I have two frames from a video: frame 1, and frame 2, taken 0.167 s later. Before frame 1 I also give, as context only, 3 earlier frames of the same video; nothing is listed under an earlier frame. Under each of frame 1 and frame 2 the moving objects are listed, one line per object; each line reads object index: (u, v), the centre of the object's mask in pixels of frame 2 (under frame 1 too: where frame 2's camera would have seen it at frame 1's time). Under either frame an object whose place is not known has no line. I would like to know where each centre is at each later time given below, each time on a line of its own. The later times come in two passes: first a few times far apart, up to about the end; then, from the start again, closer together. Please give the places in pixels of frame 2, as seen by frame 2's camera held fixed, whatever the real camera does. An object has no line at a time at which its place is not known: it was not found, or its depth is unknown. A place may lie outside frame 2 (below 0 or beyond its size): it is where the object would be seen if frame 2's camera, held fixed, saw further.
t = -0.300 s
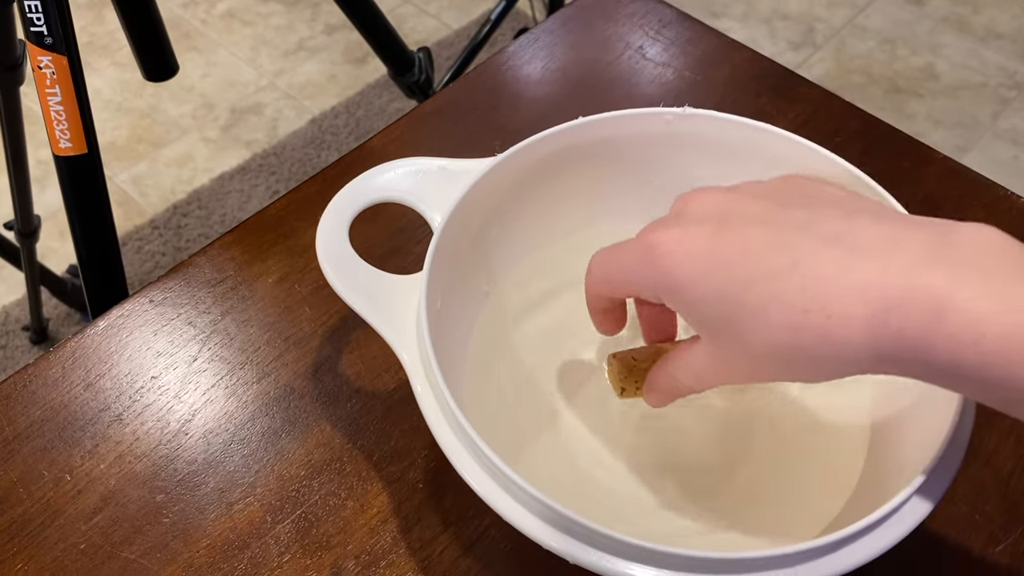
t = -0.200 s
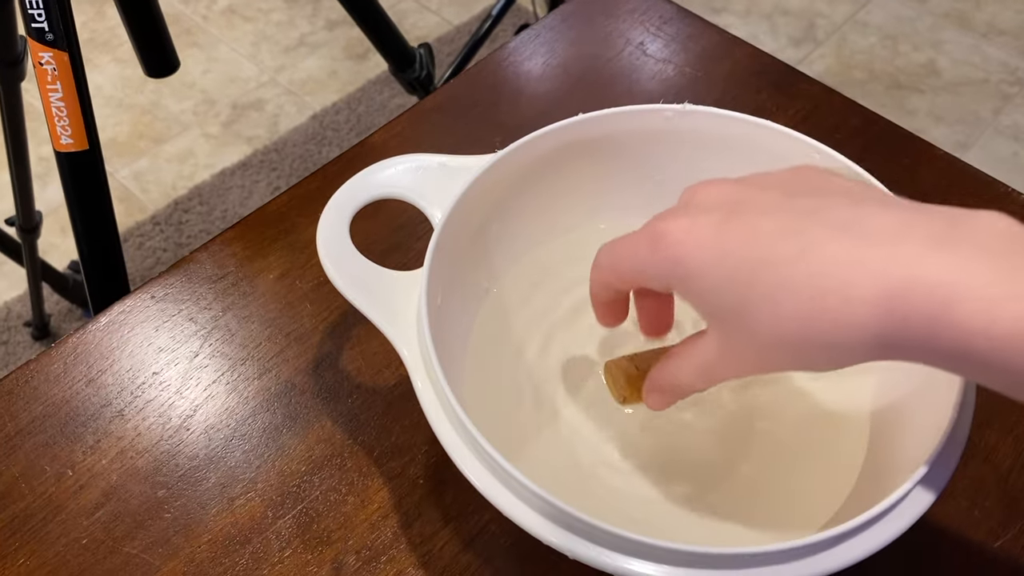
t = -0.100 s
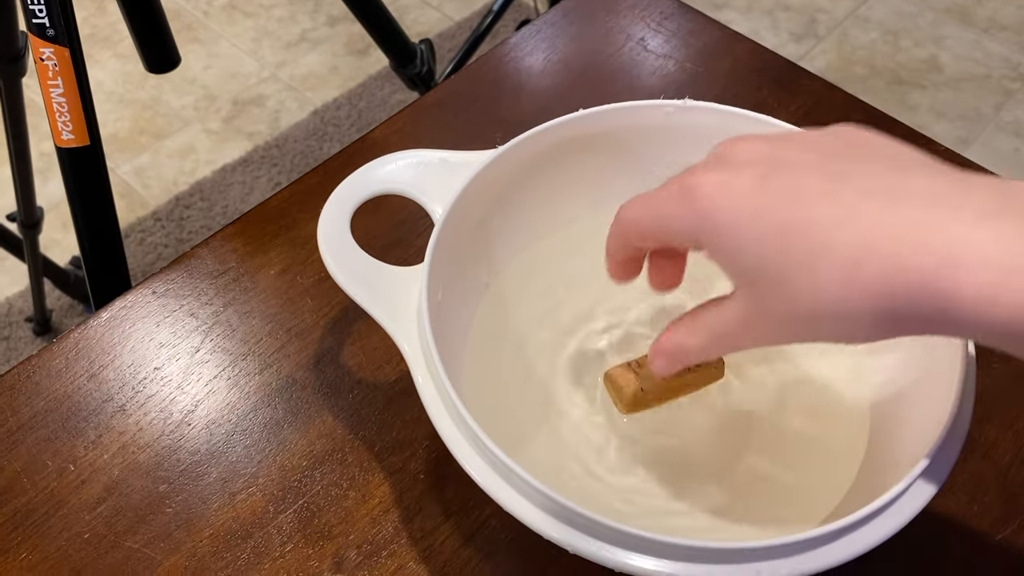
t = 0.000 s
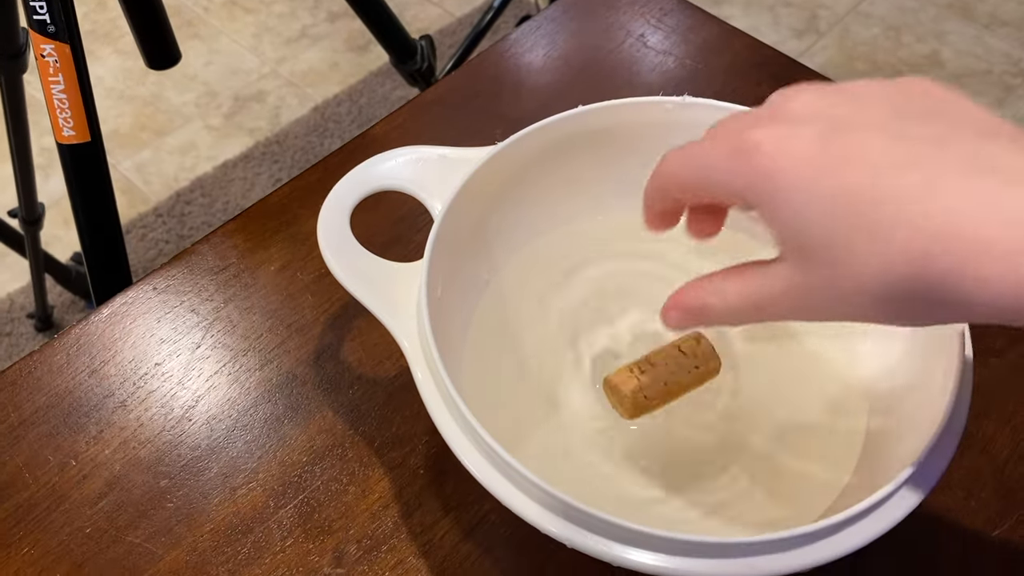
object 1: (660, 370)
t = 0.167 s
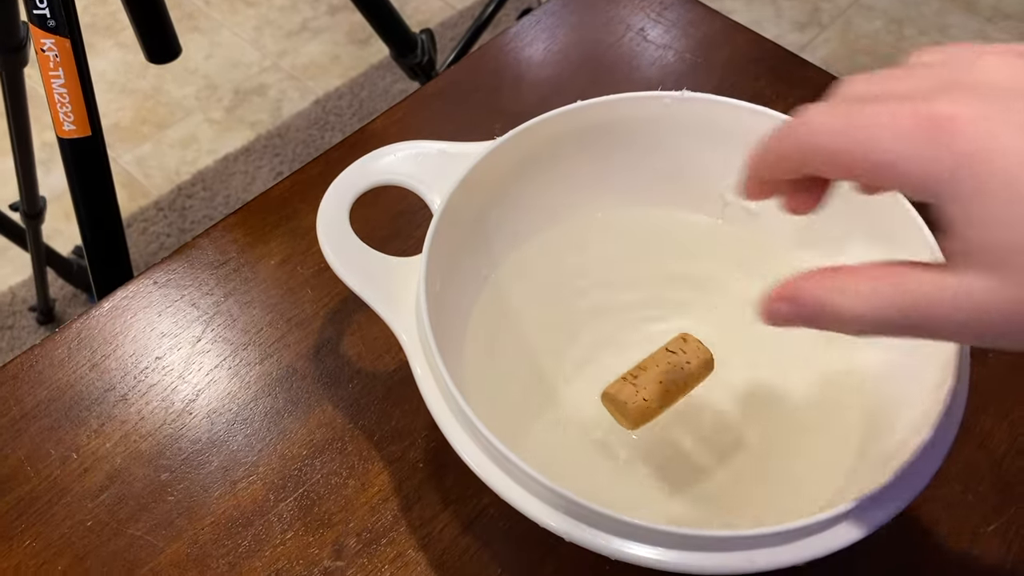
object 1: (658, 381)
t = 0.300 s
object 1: (656, 390)
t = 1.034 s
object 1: (657, 432)
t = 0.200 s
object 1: (658, 383)
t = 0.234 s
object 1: (658, 385)
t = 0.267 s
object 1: (657, 388)
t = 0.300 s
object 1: (656, 390)
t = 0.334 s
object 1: (656, 392)
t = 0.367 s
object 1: (656, 395)
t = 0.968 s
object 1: (657, 429)
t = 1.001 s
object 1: (657, 430)
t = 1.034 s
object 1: (657, 432)
